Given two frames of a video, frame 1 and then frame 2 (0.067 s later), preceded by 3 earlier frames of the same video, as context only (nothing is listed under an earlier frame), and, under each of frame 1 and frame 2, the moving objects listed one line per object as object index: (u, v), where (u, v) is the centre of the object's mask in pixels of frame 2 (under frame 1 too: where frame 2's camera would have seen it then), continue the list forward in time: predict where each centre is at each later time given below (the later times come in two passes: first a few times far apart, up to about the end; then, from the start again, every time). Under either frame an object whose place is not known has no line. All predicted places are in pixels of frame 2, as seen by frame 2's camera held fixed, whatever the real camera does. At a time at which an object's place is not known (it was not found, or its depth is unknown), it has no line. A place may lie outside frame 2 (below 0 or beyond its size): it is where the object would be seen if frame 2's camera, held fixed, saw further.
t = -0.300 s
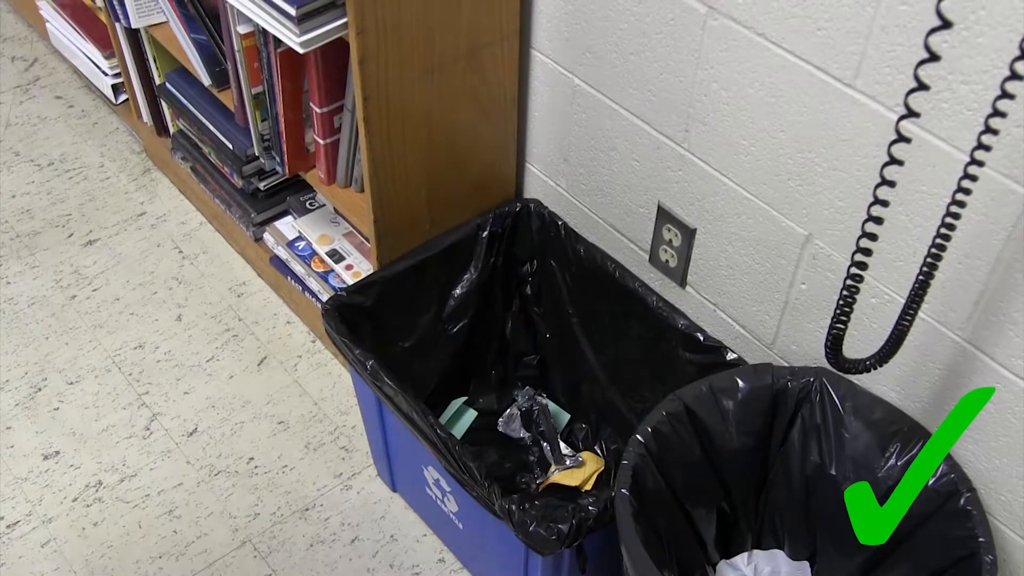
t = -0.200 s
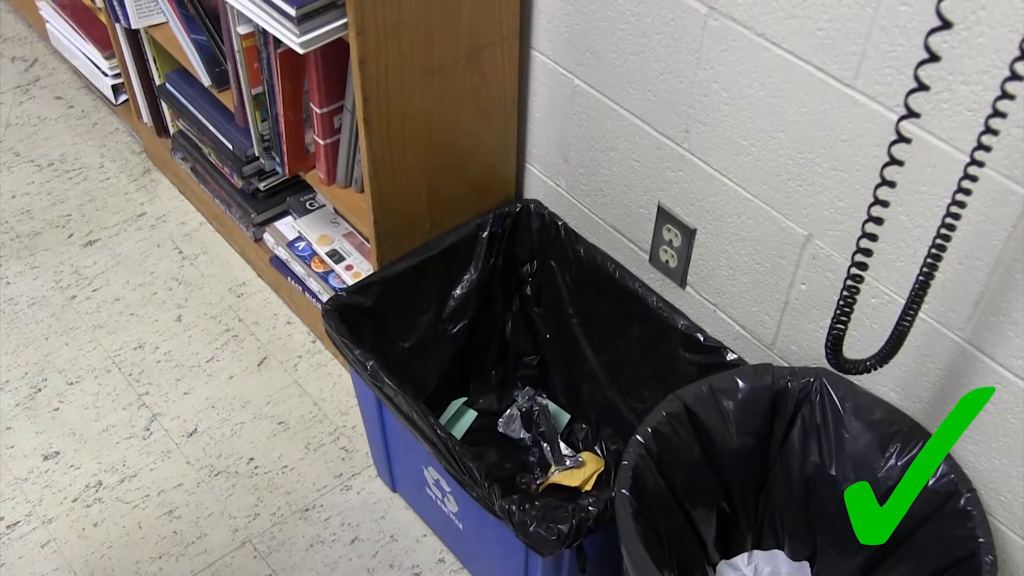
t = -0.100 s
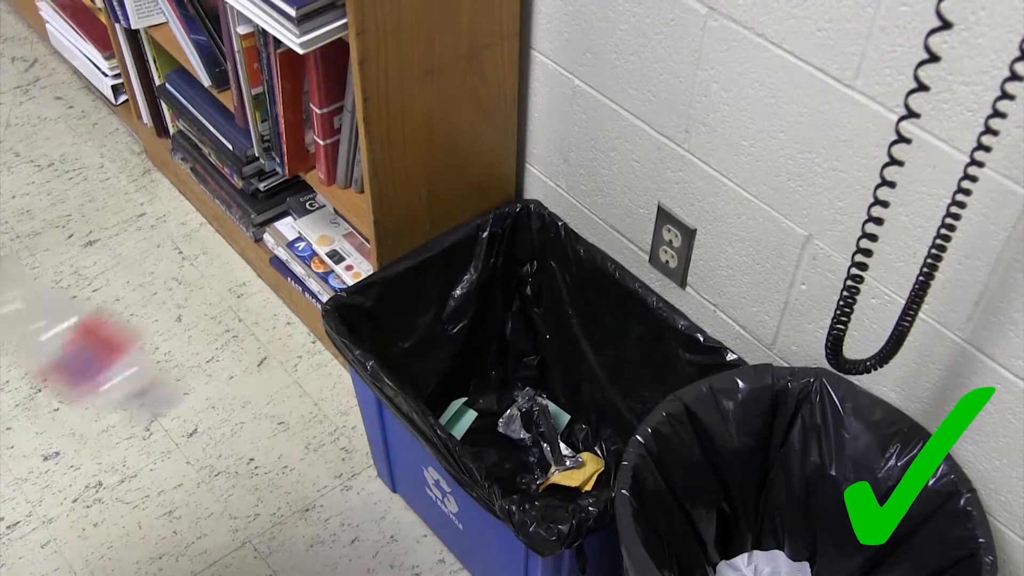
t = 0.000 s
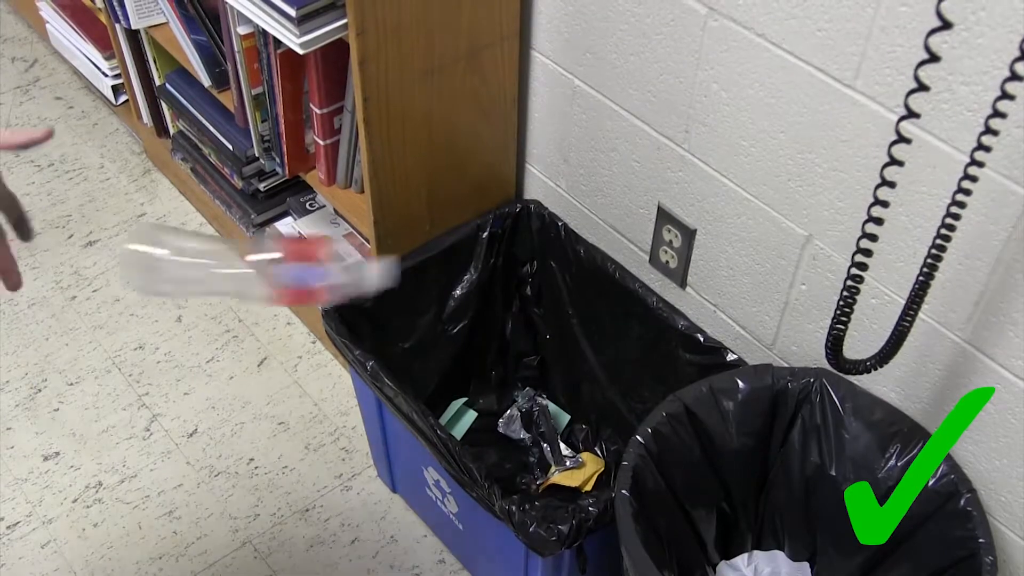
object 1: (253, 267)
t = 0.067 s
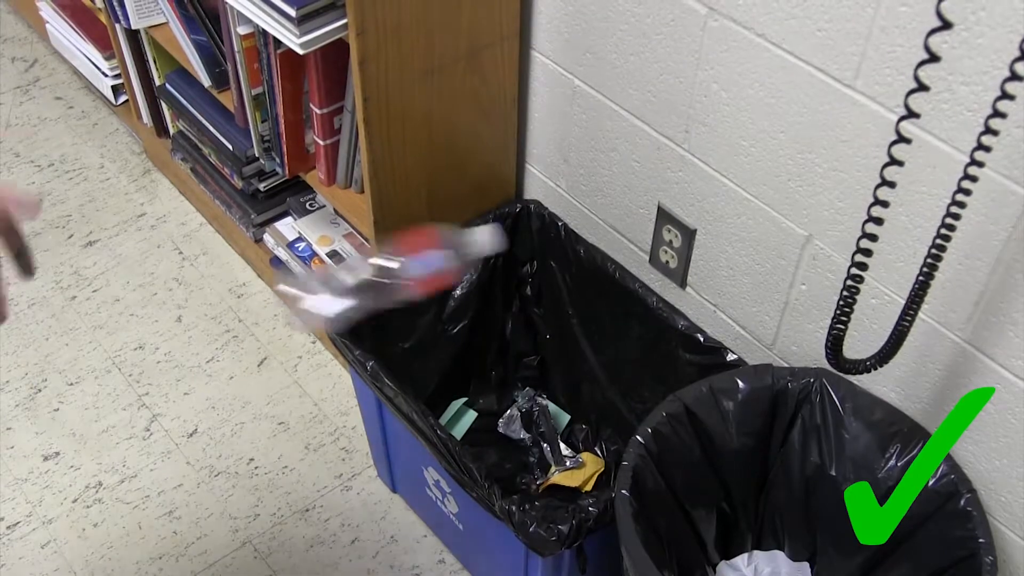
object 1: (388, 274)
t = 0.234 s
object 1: (617, 376)
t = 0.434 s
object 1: (580, 417)
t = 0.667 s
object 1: (455, 402)
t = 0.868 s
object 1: (459, 400)
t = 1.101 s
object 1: (459, 401)
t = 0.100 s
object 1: (436, 289)
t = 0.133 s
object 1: (490, 307)
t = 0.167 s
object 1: (539, 327)
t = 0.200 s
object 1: (582, 352)
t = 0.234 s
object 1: (617, 376)
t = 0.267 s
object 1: (644, 381)
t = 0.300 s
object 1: (640, 392)
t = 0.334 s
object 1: (620, 427)
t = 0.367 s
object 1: (606, 422)
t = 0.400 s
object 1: (592, 416)
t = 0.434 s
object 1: (580, 417)
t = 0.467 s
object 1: (565, 413)
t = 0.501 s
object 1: (548, 408)
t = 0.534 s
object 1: (526, 402)
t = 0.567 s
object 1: (509, 406)
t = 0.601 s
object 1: (484, 402)
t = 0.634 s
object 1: (462, 403)
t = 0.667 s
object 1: (455, 402)
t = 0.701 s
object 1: (455, 402)
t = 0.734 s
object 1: (455, 403)
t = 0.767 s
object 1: (457, 401)
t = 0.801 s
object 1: (458, 400)
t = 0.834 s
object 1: (459, 400)
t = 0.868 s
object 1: (459, 400)
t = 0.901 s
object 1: (459, 400)
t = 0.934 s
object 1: (459, 400)
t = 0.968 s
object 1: (459, 400)
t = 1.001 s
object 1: (459, 401)
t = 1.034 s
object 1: (459, 401)
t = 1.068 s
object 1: (459, 401)
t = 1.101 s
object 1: (459, 401)
